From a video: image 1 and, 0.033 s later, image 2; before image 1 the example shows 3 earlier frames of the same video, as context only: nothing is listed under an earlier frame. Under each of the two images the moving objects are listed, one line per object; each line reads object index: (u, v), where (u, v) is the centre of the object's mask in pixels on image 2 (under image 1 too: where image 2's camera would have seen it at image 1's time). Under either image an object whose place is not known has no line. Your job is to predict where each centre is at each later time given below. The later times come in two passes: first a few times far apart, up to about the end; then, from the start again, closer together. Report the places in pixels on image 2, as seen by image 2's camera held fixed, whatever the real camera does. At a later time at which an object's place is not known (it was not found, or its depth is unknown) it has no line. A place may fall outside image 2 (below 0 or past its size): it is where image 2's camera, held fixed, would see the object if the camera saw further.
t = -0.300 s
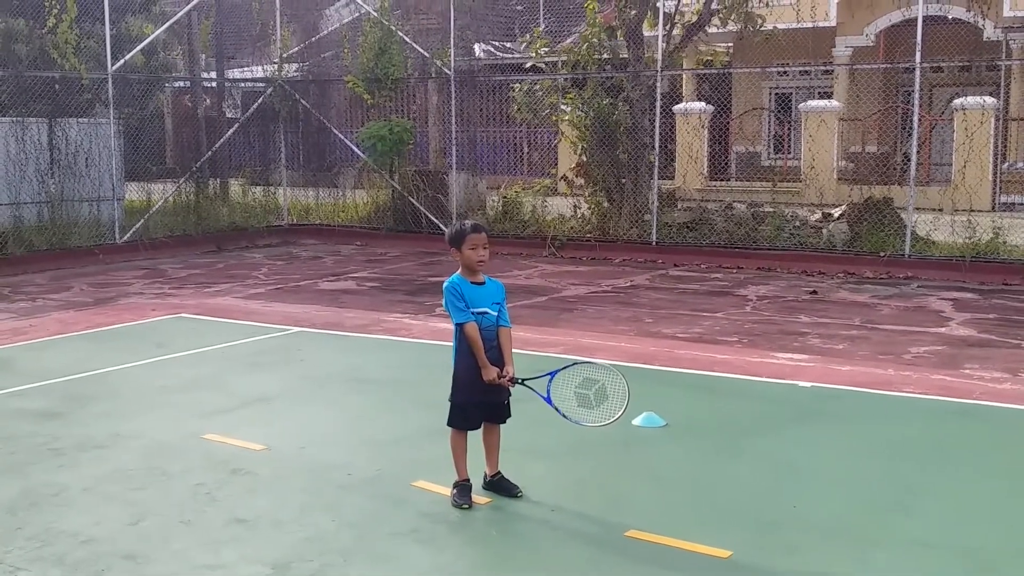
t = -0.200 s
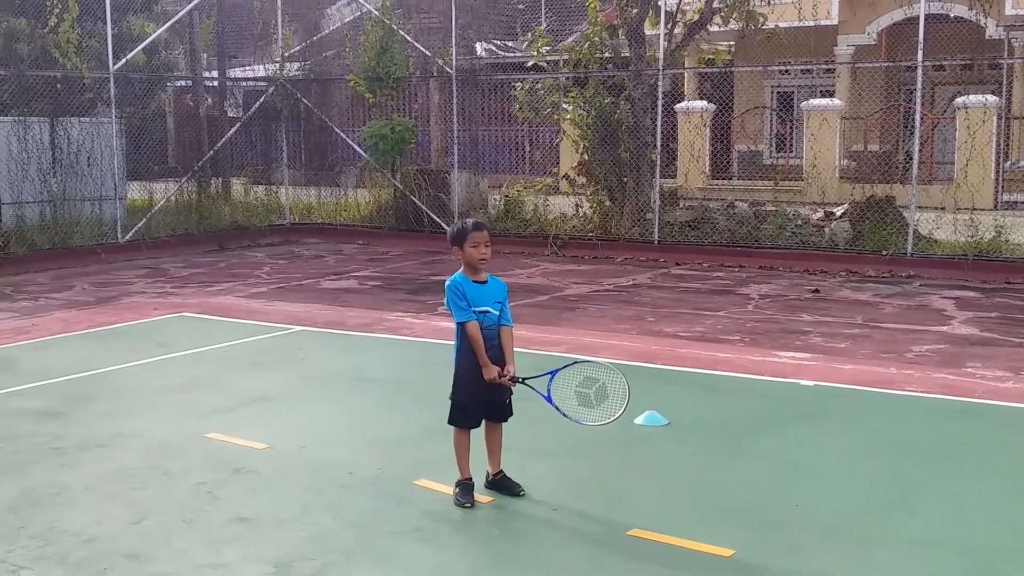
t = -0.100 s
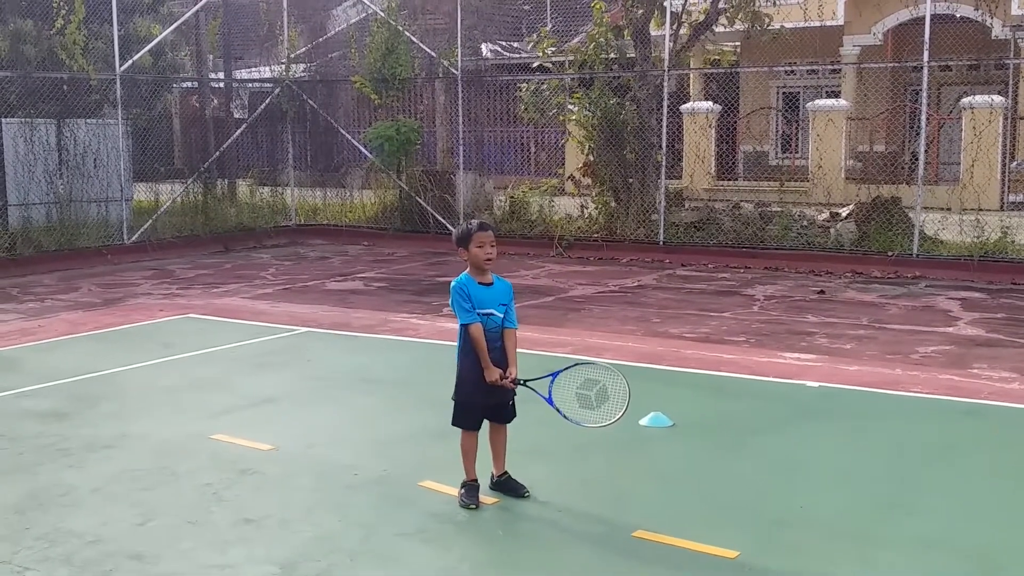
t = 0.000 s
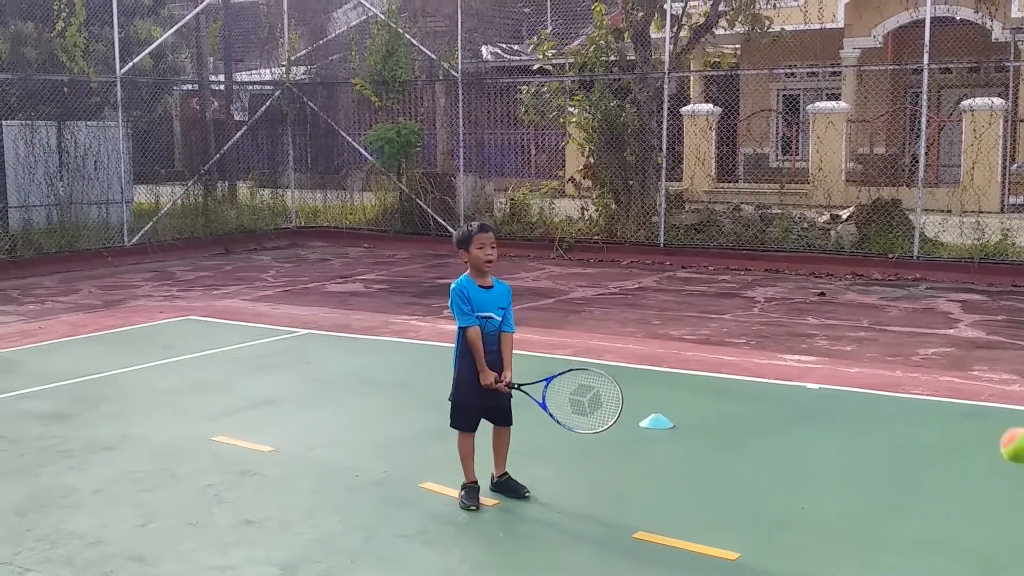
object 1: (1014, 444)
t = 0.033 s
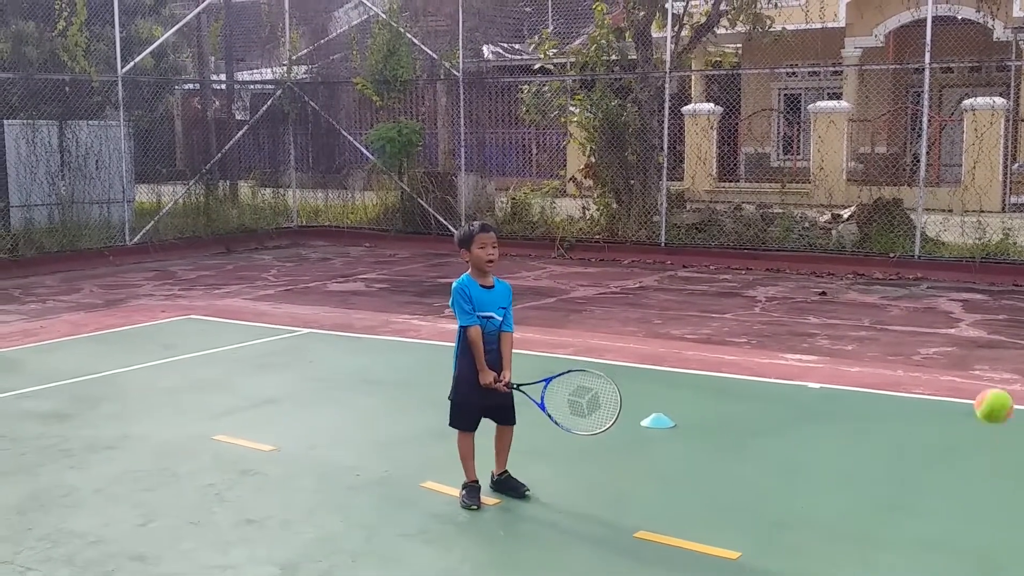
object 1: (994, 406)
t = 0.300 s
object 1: (815, 319)
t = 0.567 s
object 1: (699, 497)
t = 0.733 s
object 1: (653, 552)
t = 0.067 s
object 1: (967, 374)
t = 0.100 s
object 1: (942, 350)
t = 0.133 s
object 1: (918, 331)
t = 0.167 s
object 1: (895, 318)
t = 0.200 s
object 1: (873, 311)
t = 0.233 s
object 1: (853, 309)
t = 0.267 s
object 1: (834, 312)
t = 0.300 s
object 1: (815, 319)
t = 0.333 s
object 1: (798, 330)
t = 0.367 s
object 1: (781, 346)
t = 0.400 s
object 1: (765, 364)
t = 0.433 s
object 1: (751, 385)
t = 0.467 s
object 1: (736, 409)
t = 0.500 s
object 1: (724, 436)
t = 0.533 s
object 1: (711, 465)
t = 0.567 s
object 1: (699, 497)
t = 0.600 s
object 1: (687, 530)
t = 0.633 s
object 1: (677, 565)
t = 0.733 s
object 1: (653, 552)
